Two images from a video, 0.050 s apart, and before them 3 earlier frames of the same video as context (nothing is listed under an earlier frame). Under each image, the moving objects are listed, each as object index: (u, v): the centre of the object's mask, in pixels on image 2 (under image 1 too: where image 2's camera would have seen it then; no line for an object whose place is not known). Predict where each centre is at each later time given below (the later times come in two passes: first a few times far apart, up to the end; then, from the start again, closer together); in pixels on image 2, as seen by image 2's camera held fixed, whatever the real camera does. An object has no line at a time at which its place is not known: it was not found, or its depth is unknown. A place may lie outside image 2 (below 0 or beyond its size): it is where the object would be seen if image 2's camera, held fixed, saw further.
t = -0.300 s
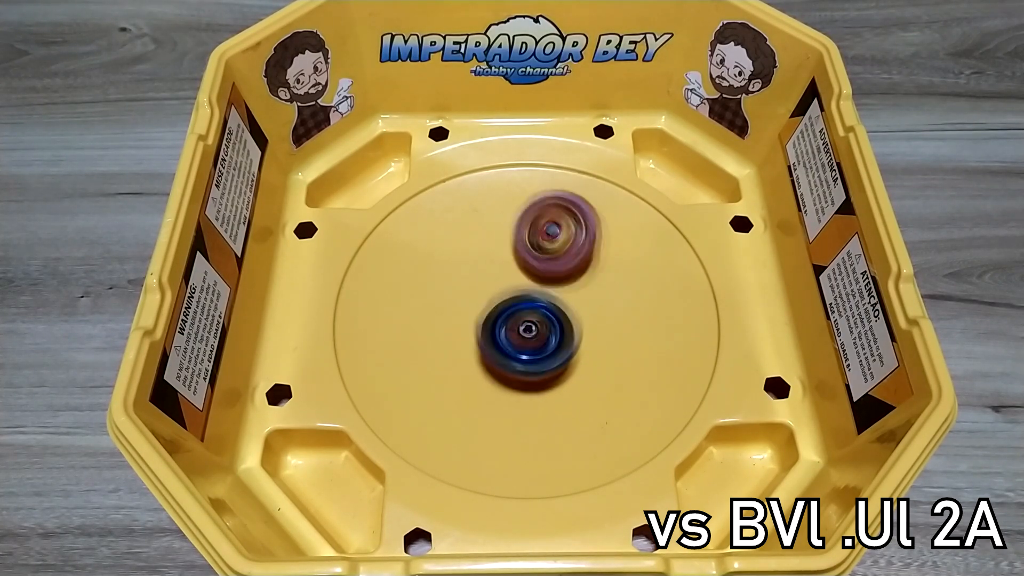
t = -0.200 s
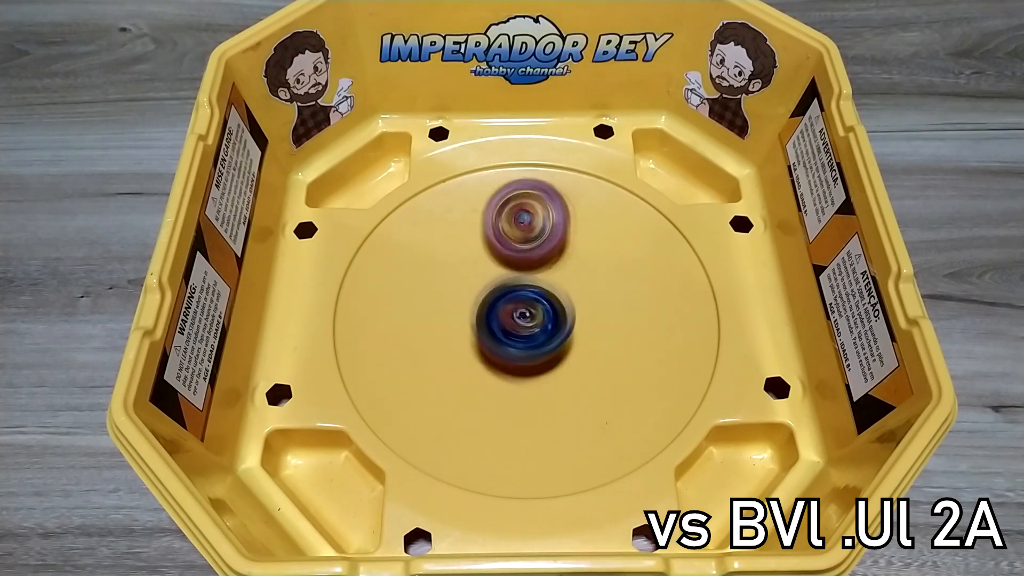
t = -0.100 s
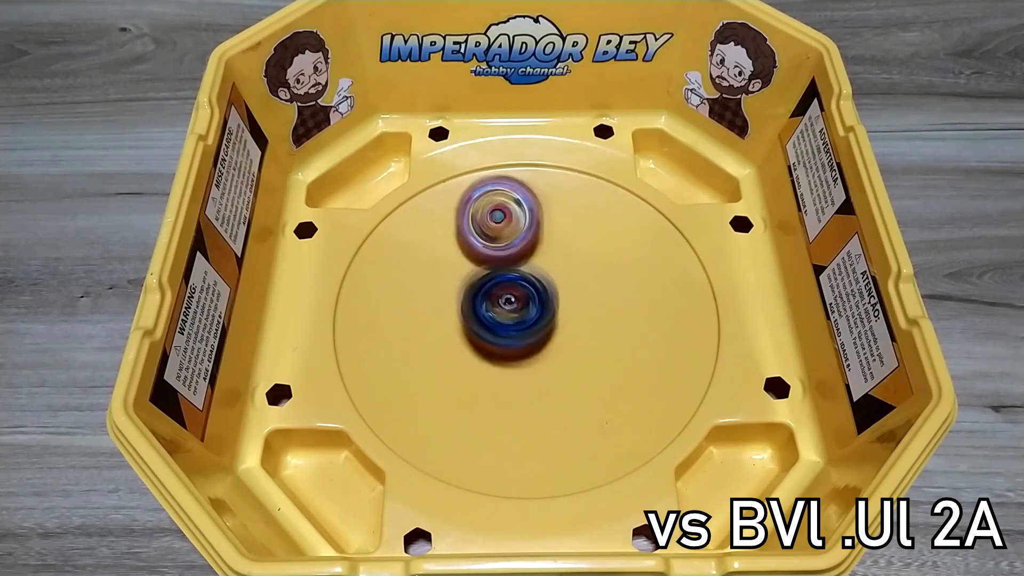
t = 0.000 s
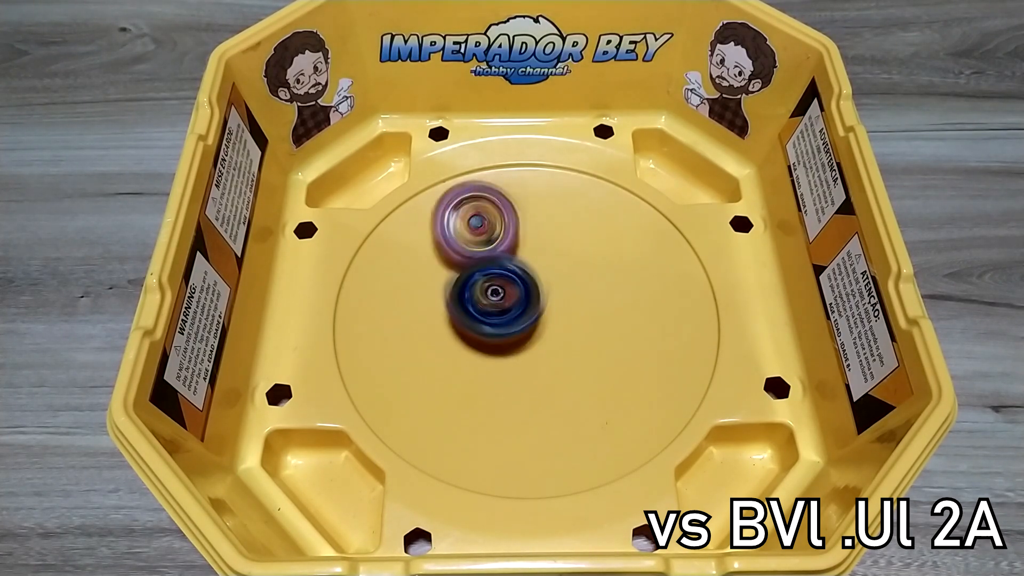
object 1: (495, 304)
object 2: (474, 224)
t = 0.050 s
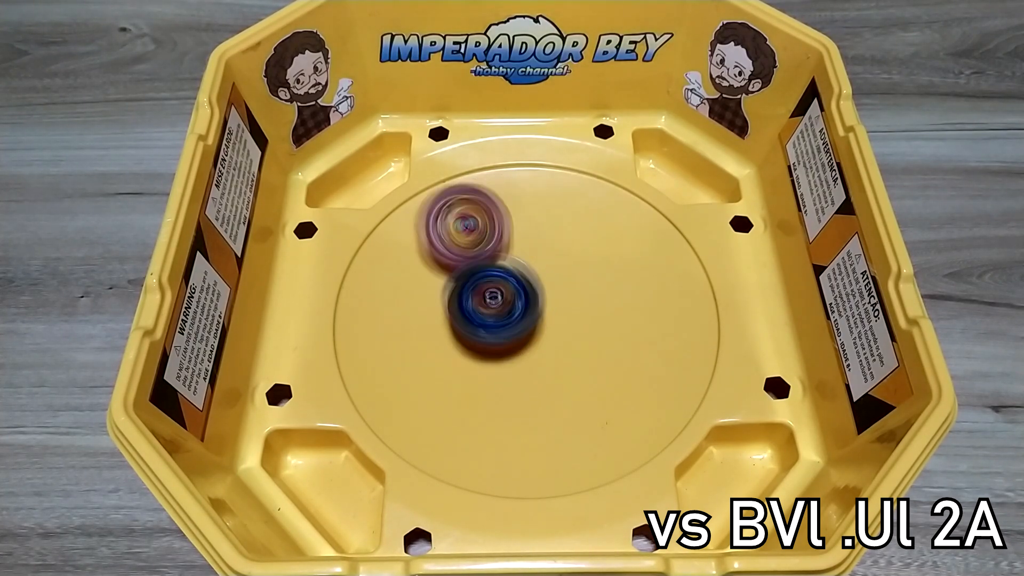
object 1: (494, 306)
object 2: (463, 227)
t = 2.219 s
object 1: (563, 314)
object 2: (423, 327)
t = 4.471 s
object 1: (521, 299)
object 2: (607, 335)
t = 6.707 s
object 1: (490, 266)
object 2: (591, 285)
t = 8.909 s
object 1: (465, 293)
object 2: (568, 315)
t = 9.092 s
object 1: (459, 297)
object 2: (566, 316)
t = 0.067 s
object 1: (495, 309)
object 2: (458, 229)
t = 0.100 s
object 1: (496, 313)
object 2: (453, 233)
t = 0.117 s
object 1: (498, 316)
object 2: (451, 235)
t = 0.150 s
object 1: (501, 318)
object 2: (446, 240)
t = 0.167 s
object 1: (503, 319)
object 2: (442, 245)
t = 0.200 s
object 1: (509, 321)
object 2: (439, 253)
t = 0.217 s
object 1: (512, 321)
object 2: (438, 255)
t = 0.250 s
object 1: (516, 321)
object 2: (436, 263)
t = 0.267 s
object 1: (519, 320)
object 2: (435, 271)
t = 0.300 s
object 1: (524, 319)
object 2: (434, 281)
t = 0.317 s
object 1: (525, 318)
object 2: (434, 282)
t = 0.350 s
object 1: (530, 315)
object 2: (435, 294)
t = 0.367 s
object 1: (532, 314)
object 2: (436, 303)
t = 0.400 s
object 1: (535, 312)
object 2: (439, 315)
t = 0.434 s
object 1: (538, 308)
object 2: (442, 328)
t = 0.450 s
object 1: (539, 306)
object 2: (443, 329)
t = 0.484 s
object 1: (541, 302)
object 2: (449, 341)
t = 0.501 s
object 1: (541, 301)
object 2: (454, 351)
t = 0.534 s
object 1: (542, 297)
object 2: (462, 361)
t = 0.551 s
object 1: (542, 295)
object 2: (464, 363)
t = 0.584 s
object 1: (541, 292)
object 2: (473, 374)
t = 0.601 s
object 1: (541, 291)
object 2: (480, 381)
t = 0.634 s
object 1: (541, 288)
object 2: (491, 388)
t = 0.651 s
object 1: (540, 287)
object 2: (494, 389)
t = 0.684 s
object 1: (537, 286)
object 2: (505, 395)
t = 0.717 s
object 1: (535, 286)
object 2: (516, 400)
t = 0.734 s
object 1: (533, 285)
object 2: (523, 403)
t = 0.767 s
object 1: (531, 285)
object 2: (535, 405)
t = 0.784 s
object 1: (530, 285)
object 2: (539, 404)
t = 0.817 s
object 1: (528, 286)
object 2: (550, 403)
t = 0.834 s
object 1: (527, 287)
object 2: (556, 404)
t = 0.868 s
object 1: (526, 288)
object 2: (564, 402)
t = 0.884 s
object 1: (525, 289)
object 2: (570, 398)
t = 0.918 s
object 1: (523, 291)
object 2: (578, 393)
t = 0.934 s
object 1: (522, 292)
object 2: (581, 392)
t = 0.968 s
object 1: (521, 294)
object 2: (588, 386)
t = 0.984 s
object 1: (521, 295)
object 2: (592, 381)
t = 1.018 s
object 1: (521, 298)
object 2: (597, 372)
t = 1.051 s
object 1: (520, 302)
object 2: (602, 363)
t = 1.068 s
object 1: (521, 303)
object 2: (603, 362)
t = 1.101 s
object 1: (521, 306)
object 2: (607, 350)
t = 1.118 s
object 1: (521, 308)
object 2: (608, 343)
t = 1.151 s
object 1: (521, 310)
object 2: (611, 332)
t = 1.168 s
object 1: (521, 312)
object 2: (612, 330)
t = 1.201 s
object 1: (515, 313)
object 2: (616, 319)
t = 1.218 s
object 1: (514, 314)
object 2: (618, 309)
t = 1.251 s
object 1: (512, 315)
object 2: (617, 298)
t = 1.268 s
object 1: (510, 316)
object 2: (617, 296)
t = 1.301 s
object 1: (506, 316)
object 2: (615, 285)
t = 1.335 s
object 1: (504, 317)
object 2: (611, 274)
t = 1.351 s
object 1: (503, 318)
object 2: (609, 266)
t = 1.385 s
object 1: (499, 320)
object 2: (605, 256)
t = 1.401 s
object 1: (498, 321)
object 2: (602, 254)
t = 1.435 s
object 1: (498, 322)
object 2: (596, 245)
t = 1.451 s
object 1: (497, 322)
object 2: (592, 240)
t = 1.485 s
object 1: (495, 322)
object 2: (584, 234)
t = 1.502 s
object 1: (495, 322)
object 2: (580, 233)
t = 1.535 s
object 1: (495, 323)
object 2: (571, 227)
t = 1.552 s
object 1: (495, 322)
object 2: (567, 225)
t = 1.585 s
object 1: (496, 322)
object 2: (557, 223)
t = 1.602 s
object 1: (497, 322)
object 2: (552, 222)
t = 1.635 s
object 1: (498, 321)
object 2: (542, 222)
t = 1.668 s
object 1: (500, 319)
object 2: (531, 222)
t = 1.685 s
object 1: (503, 319)
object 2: (525, 222)
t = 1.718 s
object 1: (504, 318)
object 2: (515, 223)
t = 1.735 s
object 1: (505, 318)
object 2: (510, 225)
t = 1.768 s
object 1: (509, 314)
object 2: (499, 227)
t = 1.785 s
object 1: (511, 312)
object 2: (494, 229)
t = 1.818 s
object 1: (515, 310)
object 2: (482, 232)
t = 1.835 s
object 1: (516, 308)
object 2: (475, 235)
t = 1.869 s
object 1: (519, 307)
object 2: (465, 241)
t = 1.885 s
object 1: (522, 307)
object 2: (459, 242)
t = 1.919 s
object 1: (525, 309)
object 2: (450, 248)
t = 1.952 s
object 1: (526, 310)
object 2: (440, 254)
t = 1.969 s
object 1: (528, 310)
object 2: (436, 258)
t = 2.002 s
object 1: (534, 311)
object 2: (429, 266)
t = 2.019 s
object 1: (536, 313)
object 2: (427, 268)
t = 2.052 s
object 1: (541, 315)
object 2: (423, 276)
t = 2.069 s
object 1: (544, 315)
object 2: (421, 284)
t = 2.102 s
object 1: (550, 316)
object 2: (419, 293)
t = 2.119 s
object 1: (552, 316)
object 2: (419, 295)
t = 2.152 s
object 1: (556, 317)
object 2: (418, 305)
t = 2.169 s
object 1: (559, 316)
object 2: (419, 314)
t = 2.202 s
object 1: (562, 316)
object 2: (422, 325)
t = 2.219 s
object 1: (563, 314)
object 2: (423, 327)
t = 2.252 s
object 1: (564, 312)
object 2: (428, 337)
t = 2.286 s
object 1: (566, 310)
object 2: (434, 347)
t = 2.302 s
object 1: (566, 310)
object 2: (440, 355)
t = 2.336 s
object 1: (565, 308)
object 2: (449, 364)
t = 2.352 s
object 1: (564, 307)
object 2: (453, 365)
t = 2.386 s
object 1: (562, 305)
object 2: (464, 374)
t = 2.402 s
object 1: (561, 304)
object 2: (470, 379)
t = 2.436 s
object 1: (557, 303)
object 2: (483, 385)
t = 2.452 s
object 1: (554, 302)
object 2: (489, 385)
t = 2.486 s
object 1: (550, 301)
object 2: (504, 389)
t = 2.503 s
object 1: (547, 301)
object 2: (511, 393)
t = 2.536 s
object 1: (540, 300)
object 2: (525, 394)
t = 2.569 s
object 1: (533, 301)
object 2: (539, 394)
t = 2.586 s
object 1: (531, 303)
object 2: (546, 392)
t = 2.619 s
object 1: (527, 305)
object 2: (560, 390)
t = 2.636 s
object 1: (524, 306)
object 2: (566, 391)
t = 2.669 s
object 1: (519, 308)
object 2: (578, 387)
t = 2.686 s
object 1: (518, 309)
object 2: (585, 382)
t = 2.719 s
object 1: (514, 311)
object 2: (595, 376)
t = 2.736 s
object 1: (512, 313)
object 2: (597, 375)
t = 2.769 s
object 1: (508, 315)
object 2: (606, 367)
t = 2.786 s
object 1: (508, 316)
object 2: (610, 361)
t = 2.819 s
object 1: (506, 318)
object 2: (617, 351)
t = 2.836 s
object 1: (504, 319)
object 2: (620, 347)
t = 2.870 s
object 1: (502, 322)
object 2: (623, 339)
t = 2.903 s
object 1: (501, 323)
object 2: (625, 329)
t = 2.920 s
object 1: (502, 324)
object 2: (626, 320)
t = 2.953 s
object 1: (502, 326)
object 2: (626, 310)
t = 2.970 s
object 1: (501, 326)
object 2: (625, 308)
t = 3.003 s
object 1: (501, 327)
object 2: (622, 299)
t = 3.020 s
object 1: (502, 327)
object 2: (620, 290)
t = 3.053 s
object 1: (504, 328)
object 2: (615, 282)
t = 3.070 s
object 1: (504, 328)
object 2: (614, 280)
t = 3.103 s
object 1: (506, 327)
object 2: (608, 271)
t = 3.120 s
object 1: (508, 326)
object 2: (603, 264)
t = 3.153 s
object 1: (511, 325)
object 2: (595, 256)
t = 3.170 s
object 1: (513, 325)
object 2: (591, 255)
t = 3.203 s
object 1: (514, 322)
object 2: (582, 249)
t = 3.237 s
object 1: (517, 319)
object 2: (572, 244)
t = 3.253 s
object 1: (519, 318)
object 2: (566, 240)
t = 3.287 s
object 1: (520, 315)
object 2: (554, 234)
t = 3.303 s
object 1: (521, 314)
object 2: (550, 234)
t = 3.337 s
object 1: (523, 310)
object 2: (537, 229)
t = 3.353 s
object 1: (524, 307)
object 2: (531, 227)
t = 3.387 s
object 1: (525, 306)
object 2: (518, 227)
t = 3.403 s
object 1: (525, 306)
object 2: (513, 226)
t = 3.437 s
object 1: (527, 307)
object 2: (501, 226)
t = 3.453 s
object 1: (529, 307)
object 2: (495, 226)
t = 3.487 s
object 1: (531, 307)
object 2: (483, 228)
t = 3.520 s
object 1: (532, 308)
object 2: (473, 231)
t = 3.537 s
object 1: (532, 308)
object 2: (468, 233)
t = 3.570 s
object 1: (533, 308)
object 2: (459, 238)
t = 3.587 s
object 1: (533, 307)
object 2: (455, 239)
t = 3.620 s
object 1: (534, 308)
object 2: (448, 244)
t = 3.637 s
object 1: (534, 308)
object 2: (444, 249)
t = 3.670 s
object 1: (534, 308)
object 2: (438, 257)
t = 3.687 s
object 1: (535, 307)
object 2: (436, 260)
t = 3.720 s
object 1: (536, 307)
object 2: (432, 267)
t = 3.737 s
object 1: (536, 307)
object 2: (430, 275)
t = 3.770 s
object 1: (536, 307)
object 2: (429, 284)
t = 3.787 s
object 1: (535, 307)
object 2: (429, 287)
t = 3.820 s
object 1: (535, 306)
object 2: (429, 298)
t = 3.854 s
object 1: (536, 306)
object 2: (431, 309)
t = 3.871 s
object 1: (535, 306)
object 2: (433, 317)
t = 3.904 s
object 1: (534, 306)
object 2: (437, 327)
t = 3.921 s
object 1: (534, 306)
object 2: (441, 331)
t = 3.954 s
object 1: (534, 306)
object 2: (448, 340)
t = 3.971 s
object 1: (533, 306)
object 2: (452, 348)
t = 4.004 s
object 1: (533, 305)
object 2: (460, 356)
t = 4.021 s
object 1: (534, 303)
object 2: (463, 357)
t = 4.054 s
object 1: (537, 300)
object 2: (474, 366)
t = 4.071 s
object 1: (538, 298)
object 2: (479, 372)
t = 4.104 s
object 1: (538, 295)
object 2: (492, 377)
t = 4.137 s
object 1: (537, 292)
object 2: (504, 381)
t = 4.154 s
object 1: (536, 290)
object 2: (510, 380)
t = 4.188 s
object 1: (534, 289)
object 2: (526, 381)
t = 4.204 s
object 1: (534, 288)
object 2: (531, 383)
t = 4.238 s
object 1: (532, 288)
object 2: (543, 381)
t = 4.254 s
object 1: (531, 287)
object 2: (550, 378)
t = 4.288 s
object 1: (529, 288)
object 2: (562, 375)
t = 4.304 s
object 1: (528, 288)
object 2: (567, 372)
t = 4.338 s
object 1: (525, 289)
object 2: (578, 366)
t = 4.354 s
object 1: (525, 290)
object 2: (584, 363)
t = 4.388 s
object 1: (523, 291)
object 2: (593, 354)
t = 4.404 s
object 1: (522, 293)
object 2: (595, 352)
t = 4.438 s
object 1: (522, 295)
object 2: (602, 342)
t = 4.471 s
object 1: (521, 299)
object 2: (607, 335)
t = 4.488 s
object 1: (520, 300)
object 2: (608, 327)
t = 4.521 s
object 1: (521, 303)
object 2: (611, 318)
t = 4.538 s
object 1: (521, 305)
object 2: (611, 314)
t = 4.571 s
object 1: (524, 308)
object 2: (613, 304)
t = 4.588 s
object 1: (524, 309)
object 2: (612, 297)
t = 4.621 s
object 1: (524, 312)
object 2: (610, 287)
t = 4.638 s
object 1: (524, 314)
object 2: (608, 284)
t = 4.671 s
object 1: (525, 316)
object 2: (604, 275)
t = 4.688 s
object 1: (526, 317)
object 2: (601, 269)
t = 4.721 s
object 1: (528, 319)
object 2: (594, 261)
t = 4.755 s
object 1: (529, 320)
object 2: (586, 253)
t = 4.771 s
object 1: (530, 321)
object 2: (585, 252)
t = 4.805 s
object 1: (532, 322)
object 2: (575, 247)
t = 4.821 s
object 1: (533, 322)
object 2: (567, 244)
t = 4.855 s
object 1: (536, 321)
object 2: (555, 239)
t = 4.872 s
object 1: (536, 321)
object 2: (554, 238)
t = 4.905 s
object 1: (536, 320)
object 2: (543, 236)
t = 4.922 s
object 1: (537, 320)
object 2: (536, 236)
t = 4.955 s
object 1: (538, 318)
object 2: (526, 236)
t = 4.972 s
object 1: (539, 317)
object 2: (521, 237)
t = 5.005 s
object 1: (537, 314)
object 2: (509, 239)
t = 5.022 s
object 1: (536, 314)
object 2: (503, 241)
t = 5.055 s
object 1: (536, 312)
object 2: (490, 246)
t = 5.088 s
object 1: (537, 313)
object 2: (481, 249)
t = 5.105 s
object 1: (537, 313)
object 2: (477, 253)
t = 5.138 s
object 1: (538, 314)
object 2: (468, 260)
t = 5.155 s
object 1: (539, 314)
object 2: (464, 263)
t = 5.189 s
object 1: (539, 315)
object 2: (458, 272)
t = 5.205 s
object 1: (539, 315)
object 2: (455, 277)
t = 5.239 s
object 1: (539, 315)
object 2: (449, 284)
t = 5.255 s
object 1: (539, 314)
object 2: (446, 289)
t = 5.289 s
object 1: (540, 315)
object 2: (444, 299)
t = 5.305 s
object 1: (539, 315)
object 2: (443, 304)
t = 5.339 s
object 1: (538, 314)
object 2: (441, 313)
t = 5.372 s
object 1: (537, 314)
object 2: (441, 322)
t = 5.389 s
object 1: (537, 313)
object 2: (442, 325)
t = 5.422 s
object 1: (537, 312)
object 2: (444, 334)
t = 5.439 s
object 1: (536, 312)
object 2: (446, 339)
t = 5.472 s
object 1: (533, 311)
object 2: (450, 347)
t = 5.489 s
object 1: (533, 310)
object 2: (454, 350)
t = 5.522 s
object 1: (533, 309)
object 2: (459, 356)
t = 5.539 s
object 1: (533, 308)
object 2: (462, 361)
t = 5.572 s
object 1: (532, 306)
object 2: (470, 368)
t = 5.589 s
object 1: (533, 305)
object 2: (476, 370)
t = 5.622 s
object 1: (534, 302)
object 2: (484, 373)
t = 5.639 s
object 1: (534, 301)
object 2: (488, 376)
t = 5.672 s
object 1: (533, 298)
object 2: (500, 378)
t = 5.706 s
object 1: (534, 296)
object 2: (510, 377)
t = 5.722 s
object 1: (535, 294)
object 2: (517, 375)
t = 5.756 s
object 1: (534, 292)
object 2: (528, 374)
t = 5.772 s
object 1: (534, 290)
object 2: (531, 373)
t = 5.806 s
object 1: (535, 287)
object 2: (542, 373)
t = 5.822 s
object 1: (535, 283)
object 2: (550, 371)
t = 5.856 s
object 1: (536, 279)
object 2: (560, 367)
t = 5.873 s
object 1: (537, 278)
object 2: (561, 365)
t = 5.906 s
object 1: (540, 276)
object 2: (569, 359)
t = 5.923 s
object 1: (540, 275)
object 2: (573, 356)
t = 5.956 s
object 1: (541, 271)
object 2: (581, 351)
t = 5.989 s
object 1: (543, 268)
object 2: (588, 345)
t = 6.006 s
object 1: (544, 267)
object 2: (590, 342)
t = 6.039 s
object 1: (545, 264)
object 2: (595, 336)
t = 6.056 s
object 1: (546, 263)
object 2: (599, 333)
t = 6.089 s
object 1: (546, 261)
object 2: (605, 328)
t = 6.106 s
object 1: (546, 260)
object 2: (607, 325)
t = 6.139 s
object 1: (543, 259)
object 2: (611, 319)
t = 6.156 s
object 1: (543, 258)
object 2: (613, 317)
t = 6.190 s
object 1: (541, 258)
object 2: (613, 311)
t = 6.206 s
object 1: (540, 258)
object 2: (613, 308)
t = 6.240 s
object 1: (538, 259)
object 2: (611, 303)
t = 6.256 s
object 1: (537, 259)
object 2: (610, 302)
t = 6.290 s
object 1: (530, 261)
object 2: (609, 298)
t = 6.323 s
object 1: (525, 261)
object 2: (607, 293)
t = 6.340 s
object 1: (523, 260)
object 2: (606, 292)
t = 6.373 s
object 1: (515, 265)
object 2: (605, 290)
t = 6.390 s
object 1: (512, 265)
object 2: (603, 288)
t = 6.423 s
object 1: (505, 262)
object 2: (602, 287)
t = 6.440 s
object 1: (504, 262)
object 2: (601, 287)
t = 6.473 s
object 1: (502, 263)
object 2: (599, 286)
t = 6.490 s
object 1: (501, 263)
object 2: (598, 286)
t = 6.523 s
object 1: (500, 264)
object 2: (597, 286)
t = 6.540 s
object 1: (500, 268)
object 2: (597, 286)
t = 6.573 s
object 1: (499, 267)
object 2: (596, 286)
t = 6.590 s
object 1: (497, 266)
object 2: (595, 285)
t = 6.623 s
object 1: (495, 263)
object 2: (593, 285)
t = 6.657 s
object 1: (494, 263)
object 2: (591, 285)
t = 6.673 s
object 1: (491, 265)
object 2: (591, 284)
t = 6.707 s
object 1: (490, 266)
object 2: (591, 285)
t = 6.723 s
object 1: (490, 266)
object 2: (590, 284)
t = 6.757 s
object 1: (489, 266)
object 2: (587, 284)
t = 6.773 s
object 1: (488, 266)
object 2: (586, 284)
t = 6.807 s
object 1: (487, 263)
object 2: (585, 284)
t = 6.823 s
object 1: (487, 266)
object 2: (584, 284)
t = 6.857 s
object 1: (486, 265)
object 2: (582, 284)
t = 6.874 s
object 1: (485, 261)
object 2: (581, 284)
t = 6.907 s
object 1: (484, 261)
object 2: (578, 286)
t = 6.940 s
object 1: (483, 265)
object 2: (577, 287)
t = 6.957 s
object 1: (483, 264)
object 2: (577, 287)
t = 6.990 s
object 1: (483, 262)
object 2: (576, 286)
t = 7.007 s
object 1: (483, 262)
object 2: (573, 287)
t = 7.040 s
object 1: (483, 262)
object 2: (572, 287)
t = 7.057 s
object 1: (483, 263)
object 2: (571, 288)
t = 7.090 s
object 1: (483, 261)
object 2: (571, 288)
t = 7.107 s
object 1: (483, 260)
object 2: (570, 288)
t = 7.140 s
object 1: (484, 260)
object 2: (569, 288)
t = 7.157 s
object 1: (484, 259)
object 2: (568, 288)
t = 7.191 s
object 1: (483, 260)
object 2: (567, 288)
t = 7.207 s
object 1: (483, 259)
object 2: (567, 288)
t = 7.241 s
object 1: (483, 258)
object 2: (566, 288)
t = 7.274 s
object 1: (482, 258)
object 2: (565, 289)
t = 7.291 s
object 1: (481, 259)
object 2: (565, 289)
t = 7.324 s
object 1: (481, 260)
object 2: (565, 289)
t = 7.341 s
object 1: (481, 260)
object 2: (565, 290)
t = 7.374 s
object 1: (479, 258)
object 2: (565, 290)
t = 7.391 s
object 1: (478, 258)
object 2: (566, 291)
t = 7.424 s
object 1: (478, 258)
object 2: (568, 293)
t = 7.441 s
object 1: (478, 258)
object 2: (568, 295)
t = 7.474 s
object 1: (477, 258)
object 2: (569, 296)
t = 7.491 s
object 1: (477, 257)
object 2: (569, 296)
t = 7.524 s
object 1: (476, 255)
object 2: (570, 297)
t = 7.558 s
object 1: (475, 256)
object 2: (570, 299)
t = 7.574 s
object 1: (475, 256)
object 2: (571, 299)
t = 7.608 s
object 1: (474, 257)
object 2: (572, 300)
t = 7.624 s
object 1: (473, 256)
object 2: (572, 300)
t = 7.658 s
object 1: (473, 255)
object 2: (572, 301)
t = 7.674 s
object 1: (473, 255)
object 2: (572, 301)
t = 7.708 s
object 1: (472, 255)
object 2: (572, 302)
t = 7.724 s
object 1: (472, 256)
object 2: (572, 303)
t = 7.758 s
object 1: (471, 256)
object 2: (572, 304)
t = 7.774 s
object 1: (471, 256)
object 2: (571, 305)
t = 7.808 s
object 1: (470, 257)
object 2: (571, 305)
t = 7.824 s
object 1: (470, 257)
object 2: (571, 306)
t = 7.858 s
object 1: (470, 259)
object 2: (571, 306)
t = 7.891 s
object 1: (470, 259)
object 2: (570, 308)
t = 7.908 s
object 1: (469, 259)
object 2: (570, 308)
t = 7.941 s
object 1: (469, 259)
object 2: (570, 310)
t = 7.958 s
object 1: (468, 259)
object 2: (570, 310)
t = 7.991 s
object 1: (469, 263)
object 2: (570, 311)
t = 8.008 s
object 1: (469, 264)
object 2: (570, 311)
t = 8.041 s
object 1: (469, 264)
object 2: (570, 312)
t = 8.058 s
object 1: (469, 264)
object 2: (571, 312)
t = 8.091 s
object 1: (468, 265)
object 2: (571, 312)
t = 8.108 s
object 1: (469, 266)
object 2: (571, 313)
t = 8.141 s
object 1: (470, 268)
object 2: (571, 314)
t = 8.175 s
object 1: (469, 269)
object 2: (571, 314)
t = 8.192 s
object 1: (468, 269)
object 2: (571, 314)
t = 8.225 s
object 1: (468, 269)
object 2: (572, 315)
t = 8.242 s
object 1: (468, 270)
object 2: (572, 315)
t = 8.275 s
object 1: (470, 274)
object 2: (572, 315)
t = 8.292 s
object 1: (470, 274)
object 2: (572, 315)
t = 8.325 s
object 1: (470, 274)
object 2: (573, 314)
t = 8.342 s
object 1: (469, 271)
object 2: (572, 315)
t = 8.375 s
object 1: (469, 272)
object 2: (573, 314)
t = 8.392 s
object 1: (469, 275)
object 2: (573, 314)
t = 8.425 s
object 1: (468, 279)
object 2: (573, 314)
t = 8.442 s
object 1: (468, 280)
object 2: (573, 315)
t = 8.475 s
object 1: (468, 280)
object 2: (573, 315)
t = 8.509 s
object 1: (468, 282)
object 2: (573, 315)
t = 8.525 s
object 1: (470, 285)
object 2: (573, 315)
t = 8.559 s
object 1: (469, 285)
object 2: (573, 315)
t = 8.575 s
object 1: (469, 285)
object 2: (572, 315)
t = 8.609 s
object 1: (470, 285)
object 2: (571, 316)
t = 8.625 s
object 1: (470, 286)
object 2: (571, 316)
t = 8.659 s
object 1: (470, 291)
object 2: (571, 315)
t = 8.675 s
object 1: (469, 291)
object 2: (570, 315)
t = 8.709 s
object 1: (468, 292)
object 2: (570, 315)
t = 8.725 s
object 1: (467, 292)
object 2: (570, 315)
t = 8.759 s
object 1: (466, 292)
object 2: (570, 314)
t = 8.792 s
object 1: (466, 292)
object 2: (570, 314)
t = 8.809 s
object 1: (466, 294)
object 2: (570, 314)
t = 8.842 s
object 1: (465, 293)
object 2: (570, 315)
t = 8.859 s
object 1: (465, 293)
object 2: (569, 315)
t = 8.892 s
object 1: (465, 293)
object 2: (569, 315)
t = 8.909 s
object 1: (465, 293)
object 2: (568, 315)
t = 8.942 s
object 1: (464, 296)
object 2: (568, 315)
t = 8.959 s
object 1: (464, 296)
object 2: (568, 315)
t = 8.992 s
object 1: (462, 296)
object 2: (567, 315)
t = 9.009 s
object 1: (462, 295)
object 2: (566, 315)
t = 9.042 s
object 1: (462, 295)
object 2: (566, 315)
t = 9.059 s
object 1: (460, 298)
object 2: (566, 316)
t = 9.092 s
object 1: (459, 297)
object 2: (566, 316)
